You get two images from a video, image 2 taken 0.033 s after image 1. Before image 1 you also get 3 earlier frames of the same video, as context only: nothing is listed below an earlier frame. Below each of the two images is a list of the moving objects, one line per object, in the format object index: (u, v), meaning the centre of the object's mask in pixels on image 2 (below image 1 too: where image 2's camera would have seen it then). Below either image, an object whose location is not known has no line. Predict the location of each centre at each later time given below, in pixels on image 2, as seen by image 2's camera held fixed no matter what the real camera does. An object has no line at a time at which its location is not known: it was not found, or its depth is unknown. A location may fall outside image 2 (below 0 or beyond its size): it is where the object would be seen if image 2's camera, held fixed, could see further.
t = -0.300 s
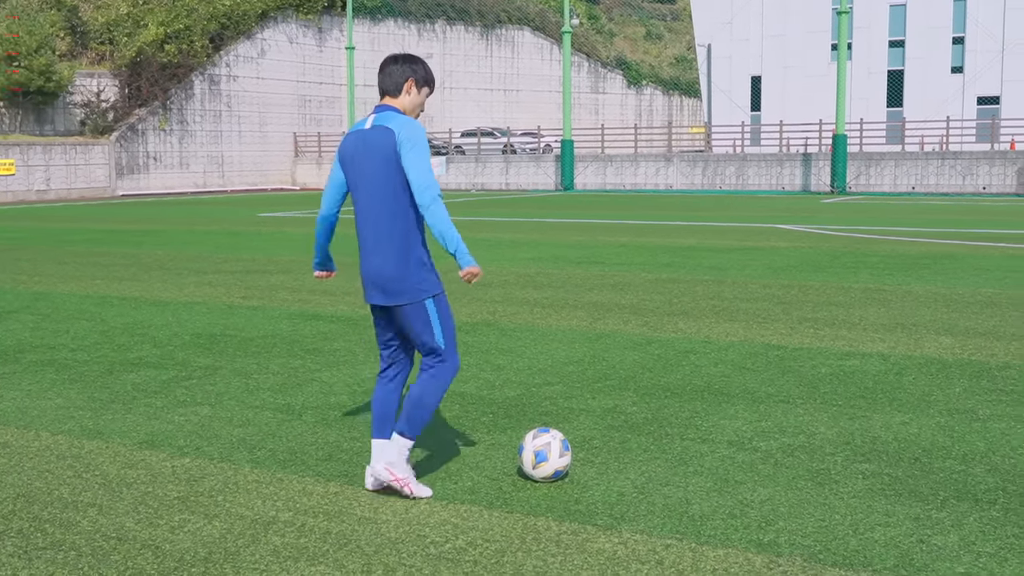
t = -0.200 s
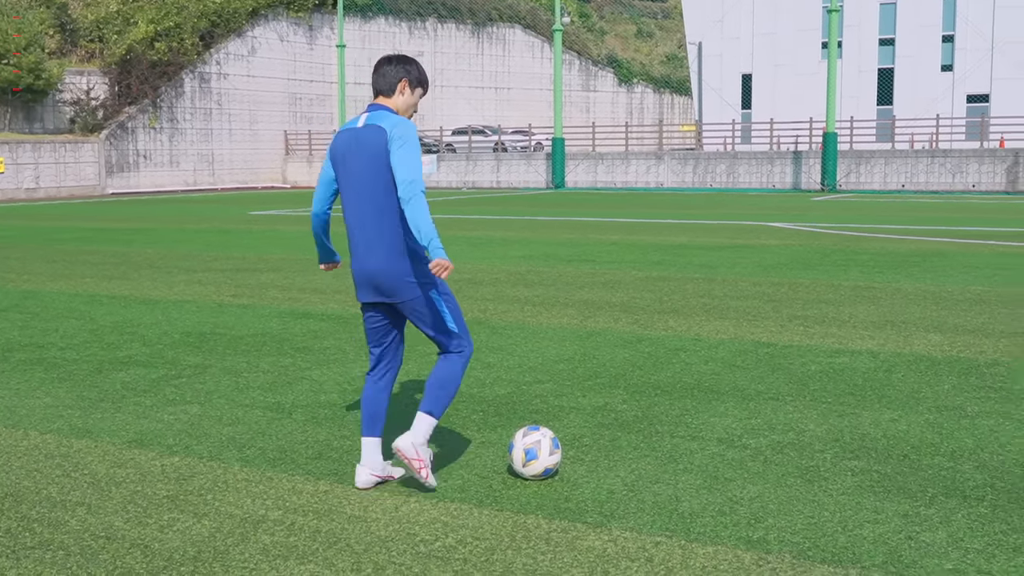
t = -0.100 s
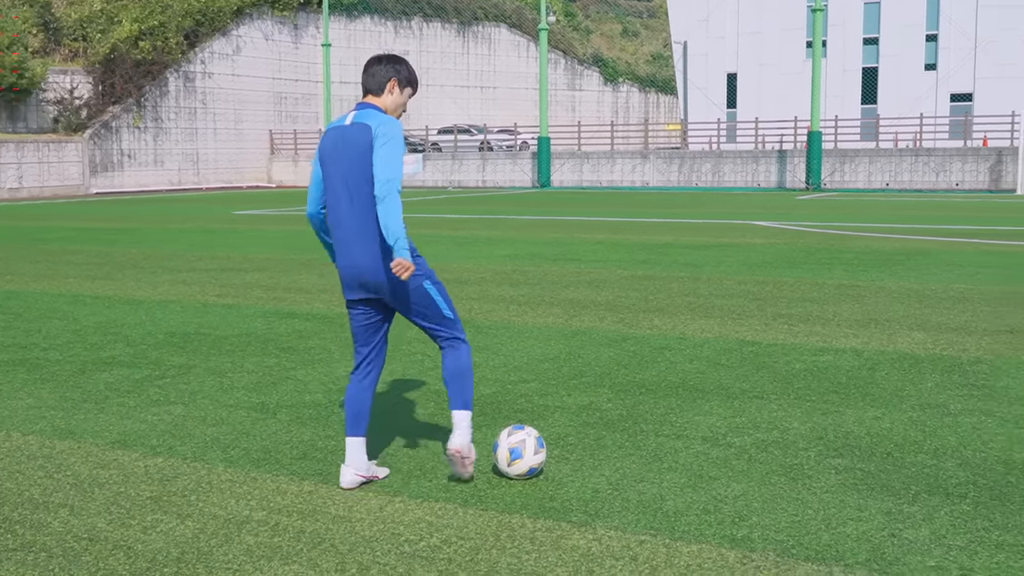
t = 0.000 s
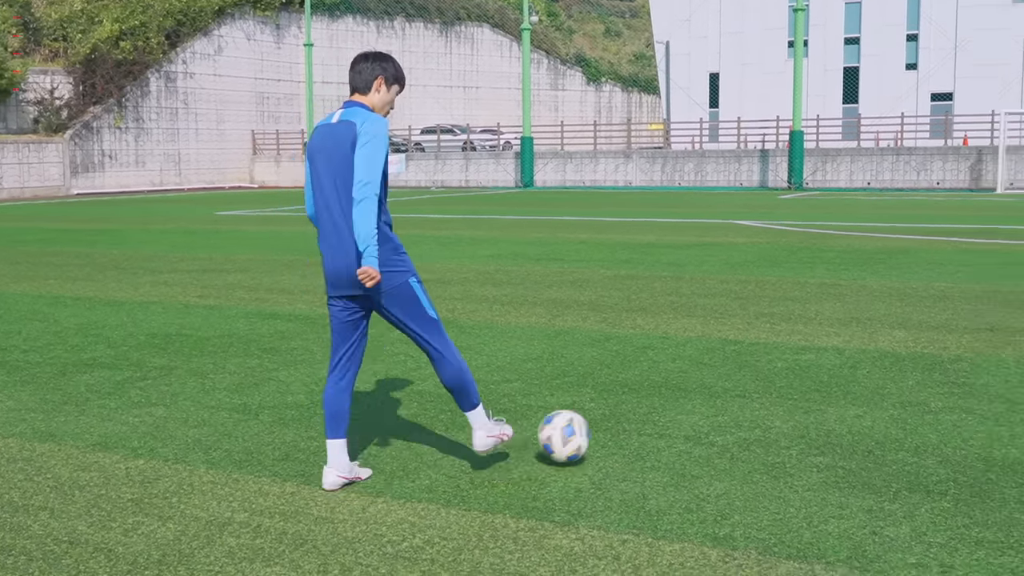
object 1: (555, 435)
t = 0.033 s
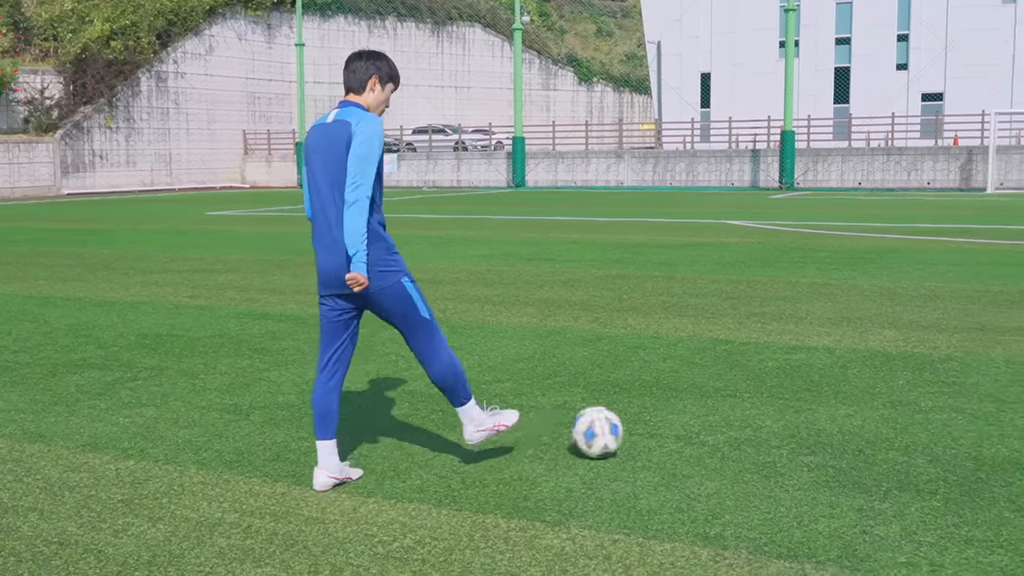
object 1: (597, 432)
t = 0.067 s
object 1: (621, 429)
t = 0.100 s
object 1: (642, 423)
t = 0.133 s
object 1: (663, 419)
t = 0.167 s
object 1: (683, 417)
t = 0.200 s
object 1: (702, 417)
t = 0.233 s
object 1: (717, 413)
